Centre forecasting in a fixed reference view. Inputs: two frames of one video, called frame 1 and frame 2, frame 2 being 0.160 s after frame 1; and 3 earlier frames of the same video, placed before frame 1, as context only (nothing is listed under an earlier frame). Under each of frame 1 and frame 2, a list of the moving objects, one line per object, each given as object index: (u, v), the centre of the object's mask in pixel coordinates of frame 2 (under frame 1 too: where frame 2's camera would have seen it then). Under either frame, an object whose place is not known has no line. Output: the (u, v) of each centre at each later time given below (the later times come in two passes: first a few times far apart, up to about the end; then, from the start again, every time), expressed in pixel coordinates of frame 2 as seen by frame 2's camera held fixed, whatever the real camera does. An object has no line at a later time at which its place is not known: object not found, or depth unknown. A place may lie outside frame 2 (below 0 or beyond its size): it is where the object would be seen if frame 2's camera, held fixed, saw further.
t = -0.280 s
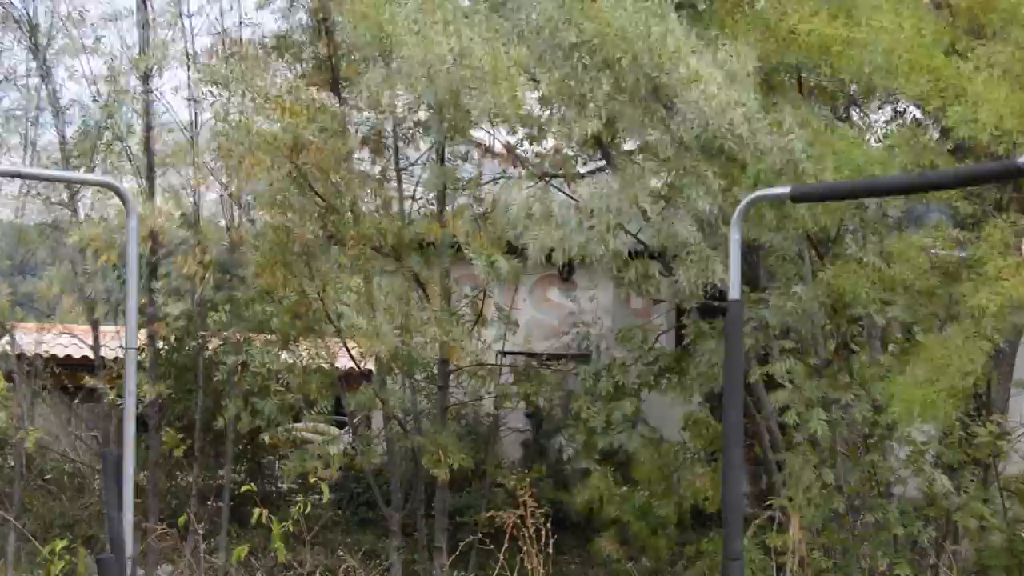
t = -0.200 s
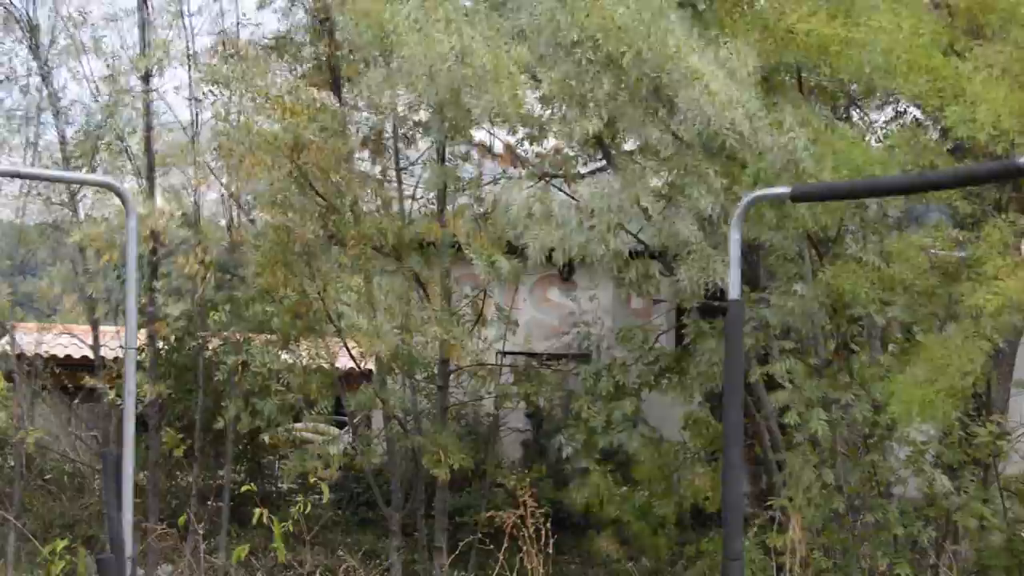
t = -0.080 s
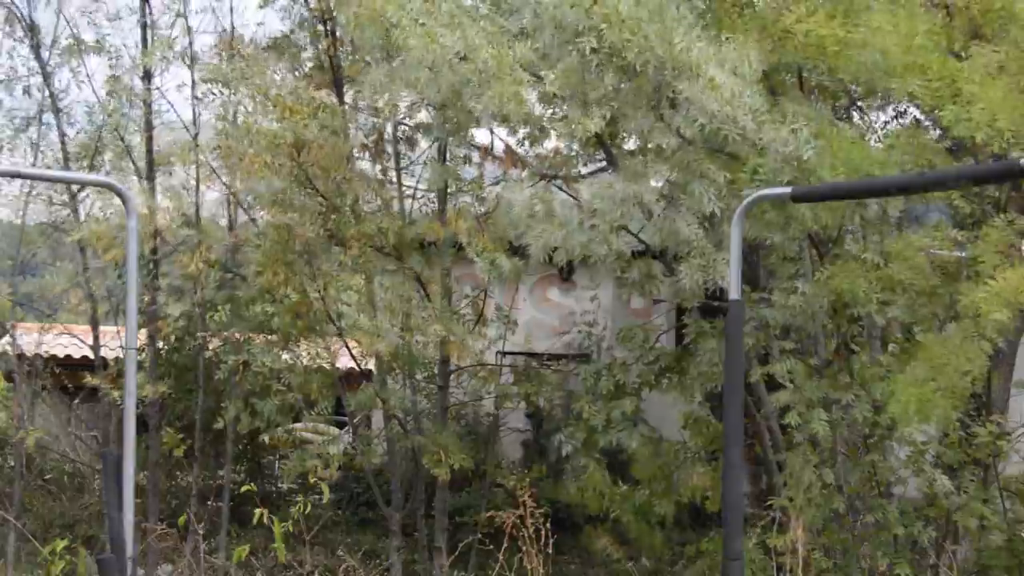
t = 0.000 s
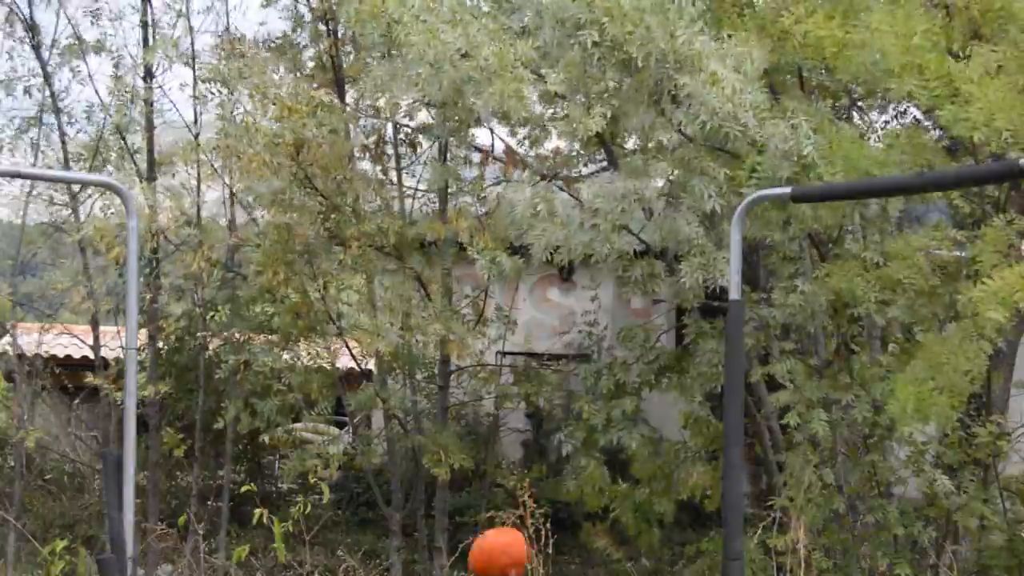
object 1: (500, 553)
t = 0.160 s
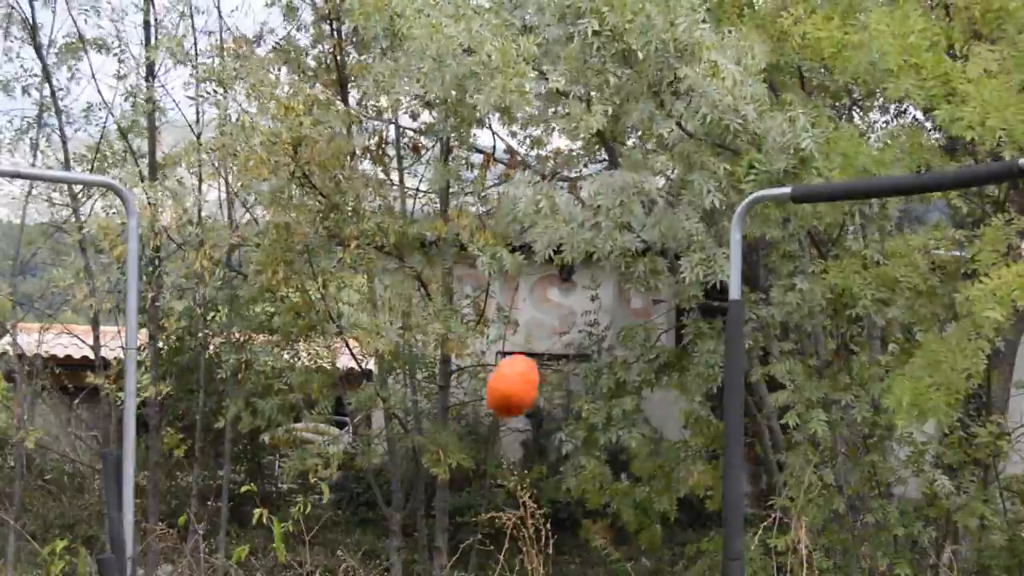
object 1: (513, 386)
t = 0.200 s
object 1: (515, 359)
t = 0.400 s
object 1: (525, 314)
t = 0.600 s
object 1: (529, 436)
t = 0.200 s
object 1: (515, 359)
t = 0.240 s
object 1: (518, 337)
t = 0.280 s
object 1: (519, 321)
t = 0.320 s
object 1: (521, 313)
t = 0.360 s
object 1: (523, 310)
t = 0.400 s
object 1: (525, 314)
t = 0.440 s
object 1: (527, 324)
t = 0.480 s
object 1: (528, 341)
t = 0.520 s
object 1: (529, 365)
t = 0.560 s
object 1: (530, 397)
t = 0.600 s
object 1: (529, 436)
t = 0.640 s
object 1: (529, 482)
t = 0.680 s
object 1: (528, 535)
